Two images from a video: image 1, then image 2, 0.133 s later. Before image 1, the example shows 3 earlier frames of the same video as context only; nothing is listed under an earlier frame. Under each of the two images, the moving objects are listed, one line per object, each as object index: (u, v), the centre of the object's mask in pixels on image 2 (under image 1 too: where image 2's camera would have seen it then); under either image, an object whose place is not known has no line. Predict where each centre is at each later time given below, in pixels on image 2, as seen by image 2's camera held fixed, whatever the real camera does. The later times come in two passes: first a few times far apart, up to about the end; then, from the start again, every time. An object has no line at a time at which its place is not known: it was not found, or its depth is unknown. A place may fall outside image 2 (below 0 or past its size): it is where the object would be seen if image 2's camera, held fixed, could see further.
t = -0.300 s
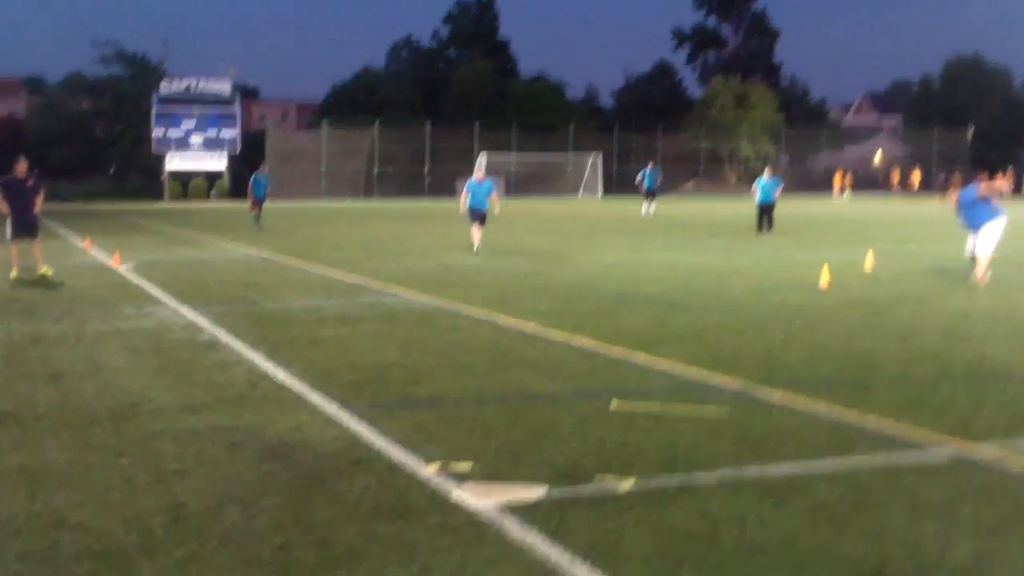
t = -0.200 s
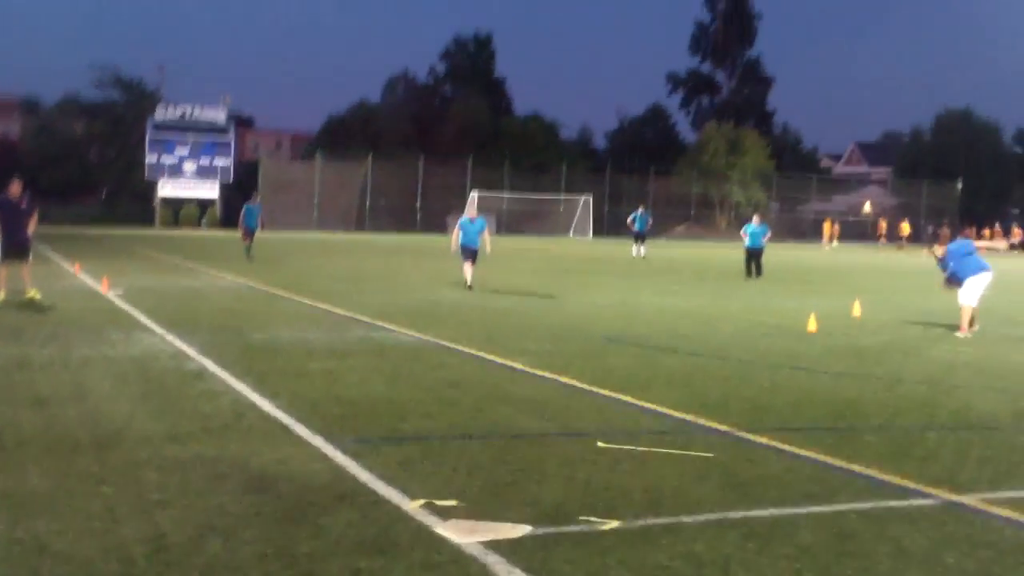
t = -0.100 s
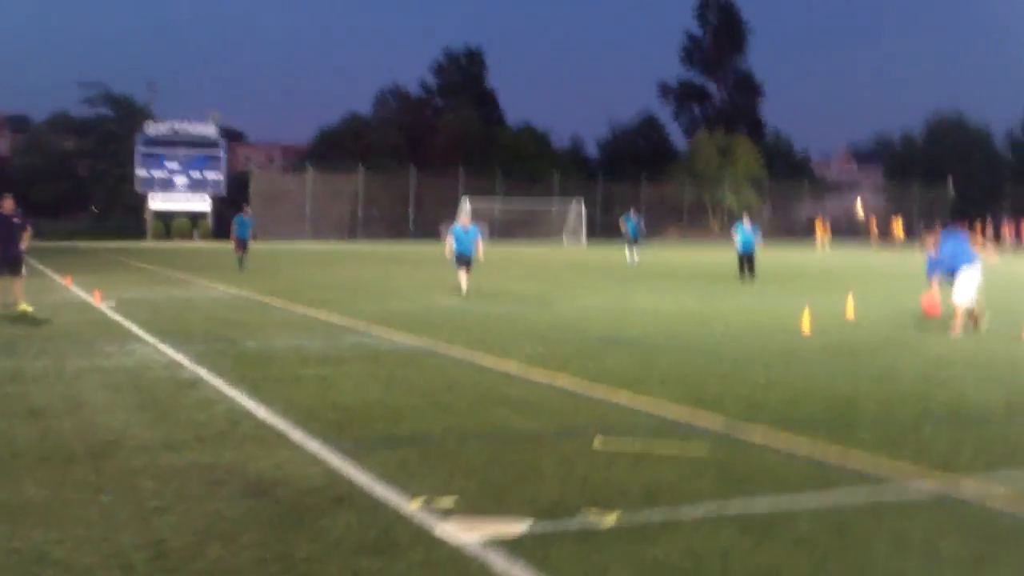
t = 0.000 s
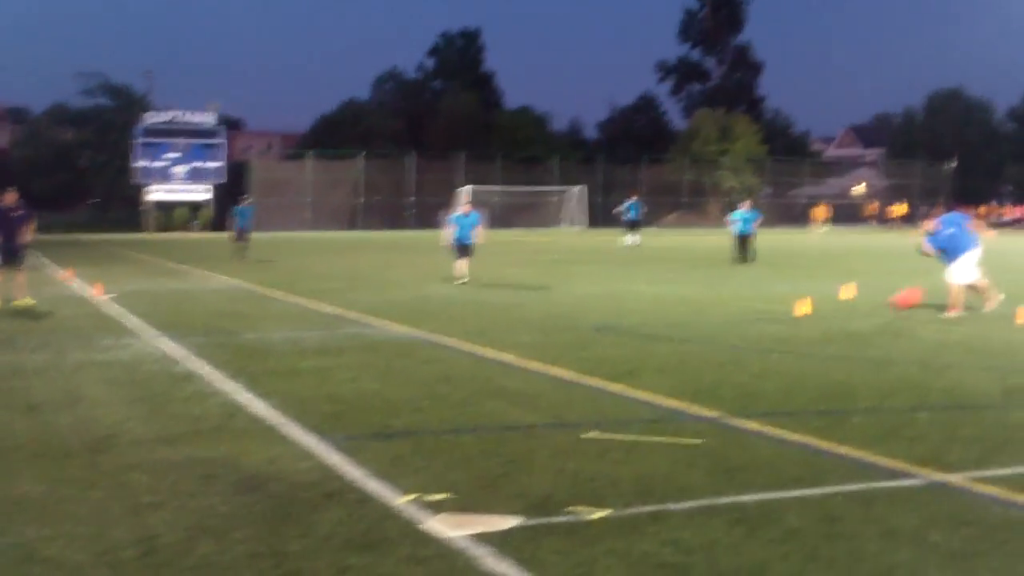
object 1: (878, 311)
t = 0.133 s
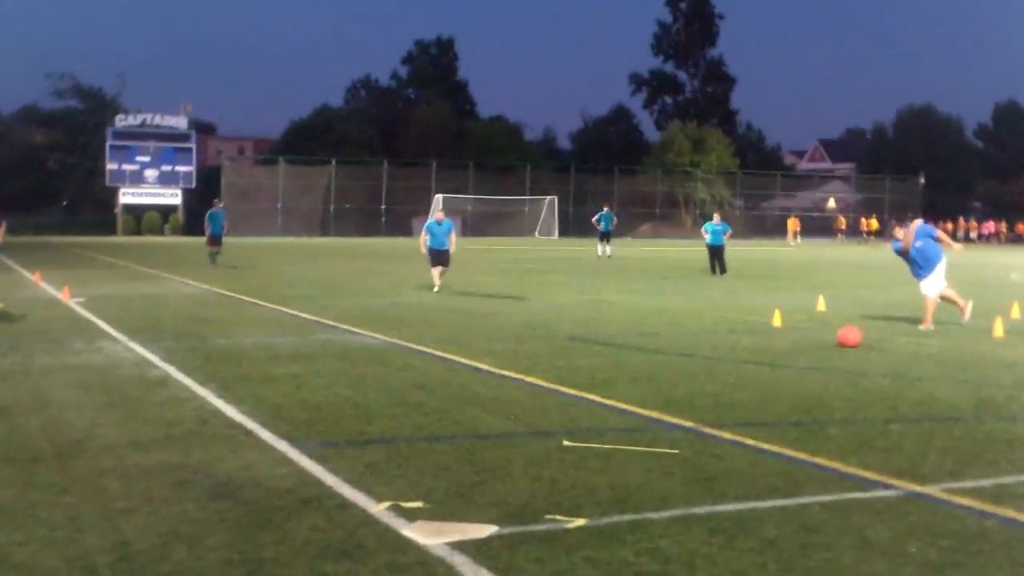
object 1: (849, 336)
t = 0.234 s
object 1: (834, 326)
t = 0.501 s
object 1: (788, 340)
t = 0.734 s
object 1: (733, 365)
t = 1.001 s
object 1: (645, 393)
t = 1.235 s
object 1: (532, 431)
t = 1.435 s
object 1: (399, 460)
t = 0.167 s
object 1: (845, 335)
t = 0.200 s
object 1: (840, 330)
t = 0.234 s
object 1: (834, 326)
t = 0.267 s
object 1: (829, 323)
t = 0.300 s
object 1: (825, 323)
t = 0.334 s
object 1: (819, 323)
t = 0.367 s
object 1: (813, 323)
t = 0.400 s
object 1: (808, 326)
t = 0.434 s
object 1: (801, 328)
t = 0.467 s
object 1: (794, 333)
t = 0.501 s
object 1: (788, 340)
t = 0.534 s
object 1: (780, 348)
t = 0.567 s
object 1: (774, 357)
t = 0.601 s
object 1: (766, 370)
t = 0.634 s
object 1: (758, 378)
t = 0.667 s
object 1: (749, 374)
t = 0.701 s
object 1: (741, 369)
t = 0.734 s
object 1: (733, 365)
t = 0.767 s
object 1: (723, 364)
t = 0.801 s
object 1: (713, 362)
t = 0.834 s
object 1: (704, 362)
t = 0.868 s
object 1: (693, 365)
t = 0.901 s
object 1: (681, 369)
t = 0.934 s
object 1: (669, 374)
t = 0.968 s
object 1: (657, 383)
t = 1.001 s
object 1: (645, 393)
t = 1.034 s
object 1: (630, 407)
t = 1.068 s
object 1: (615, 423)
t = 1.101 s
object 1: (600, 440)
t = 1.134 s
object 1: (585, 447)
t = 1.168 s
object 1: (568, 441)
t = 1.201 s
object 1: (551, 434)
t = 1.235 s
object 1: (532, 431)
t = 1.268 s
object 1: (513, 430)
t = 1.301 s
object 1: (494, 431)
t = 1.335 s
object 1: (472, 434)
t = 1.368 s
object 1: (450, 440)
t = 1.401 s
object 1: (425, 448)
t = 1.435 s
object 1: (399, 460)
